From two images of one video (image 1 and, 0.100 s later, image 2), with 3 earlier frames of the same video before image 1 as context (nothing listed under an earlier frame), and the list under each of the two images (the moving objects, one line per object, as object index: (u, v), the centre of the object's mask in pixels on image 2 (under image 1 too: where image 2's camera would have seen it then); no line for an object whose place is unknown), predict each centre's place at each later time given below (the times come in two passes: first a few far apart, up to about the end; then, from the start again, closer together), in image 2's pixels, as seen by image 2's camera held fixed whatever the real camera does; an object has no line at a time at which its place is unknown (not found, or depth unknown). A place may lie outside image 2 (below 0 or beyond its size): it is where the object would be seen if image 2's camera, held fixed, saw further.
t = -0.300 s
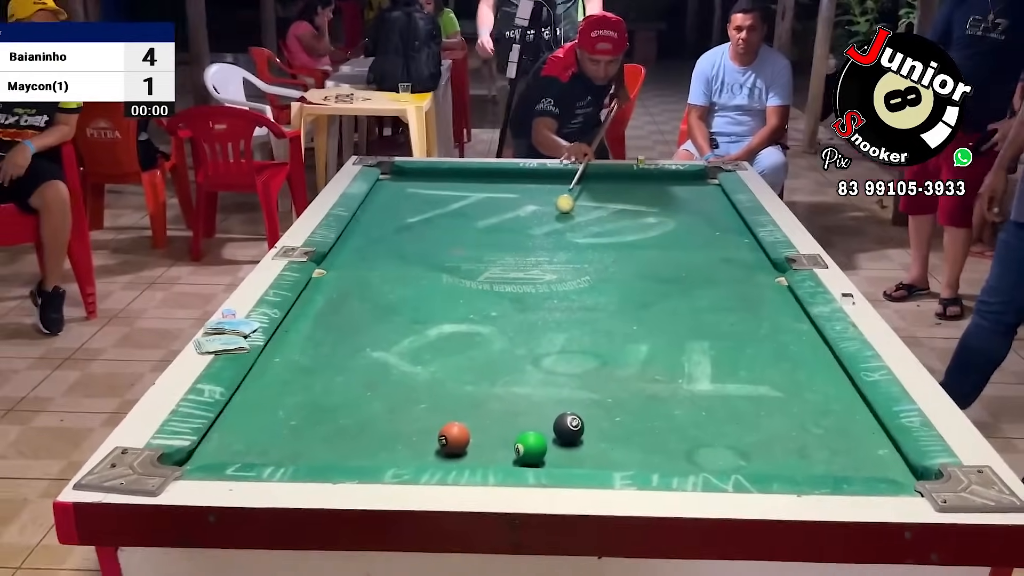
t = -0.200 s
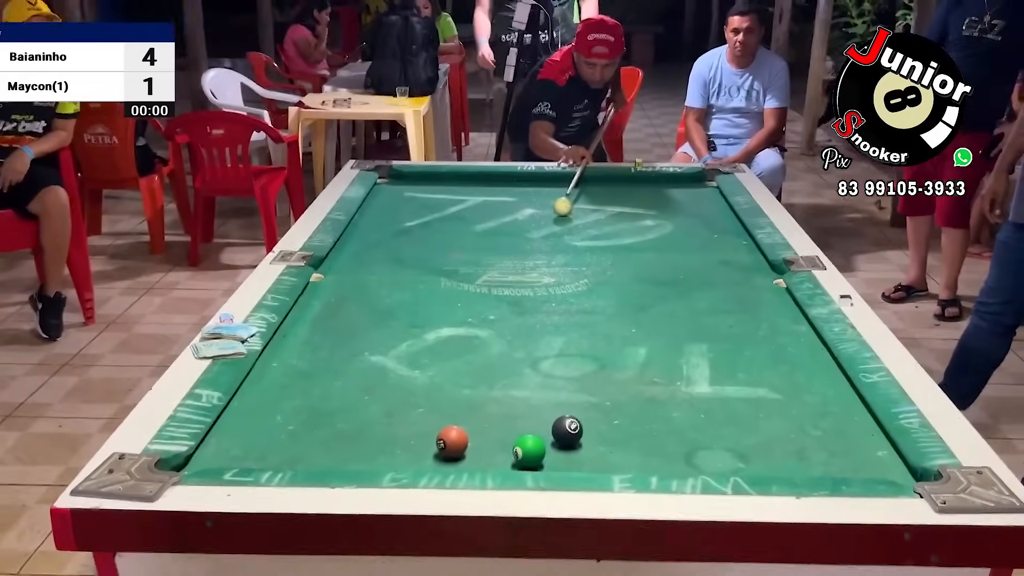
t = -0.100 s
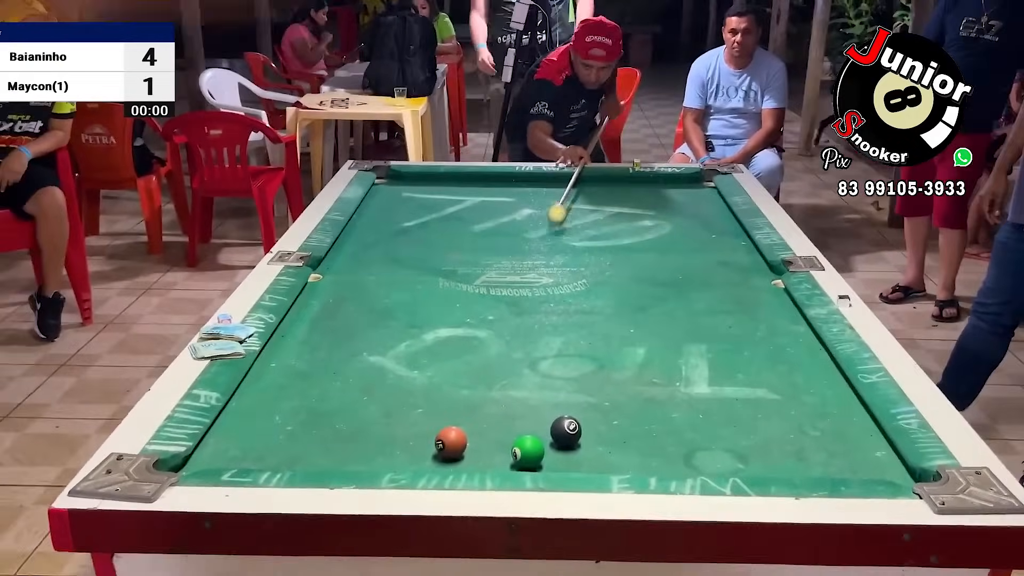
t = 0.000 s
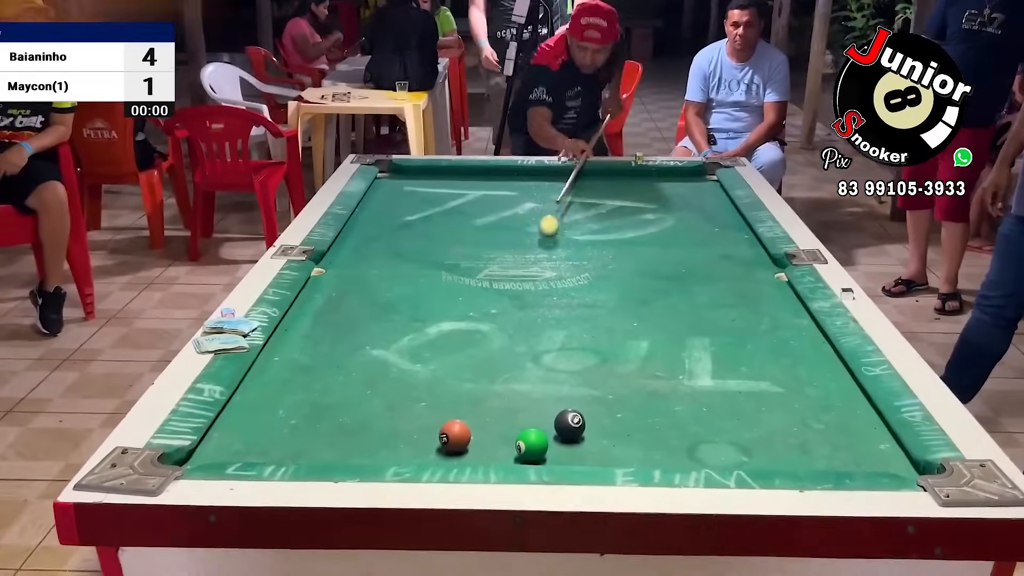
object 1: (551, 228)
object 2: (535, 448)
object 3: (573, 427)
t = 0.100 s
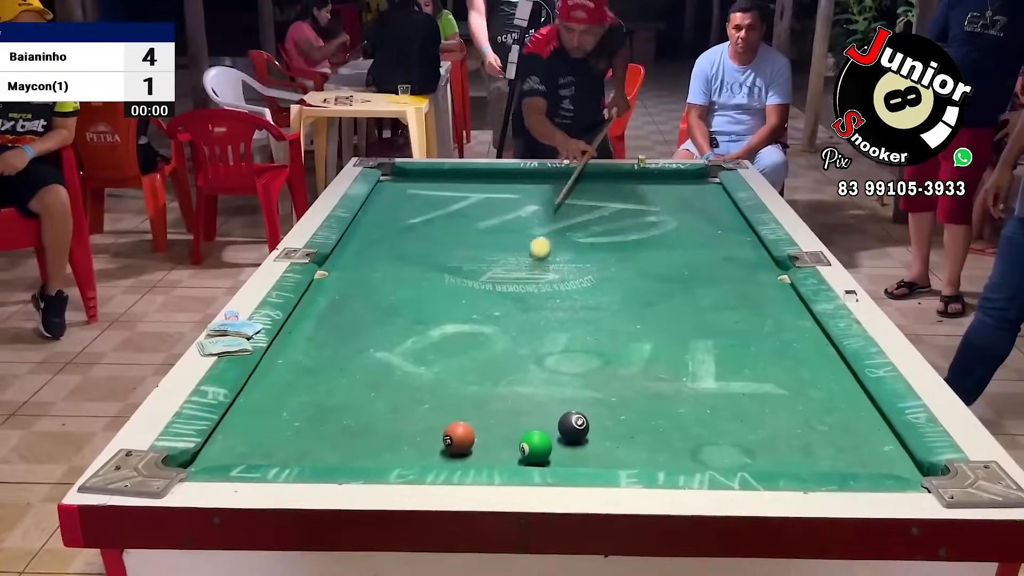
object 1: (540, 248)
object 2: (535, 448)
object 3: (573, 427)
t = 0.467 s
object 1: (482, 345)
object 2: (535, 448)
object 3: (573, 427)
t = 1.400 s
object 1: (321, 326)
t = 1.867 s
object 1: (411, 276)
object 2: (540, 416)
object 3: (588, 424)
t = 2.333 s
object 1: (476, 240)
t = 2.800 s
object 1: (524, 214)
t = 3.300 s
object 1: (565, 192)
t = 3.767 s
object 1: (595, 176)
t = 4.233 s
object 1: (620, 179)
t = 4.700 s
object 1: (640, 185)
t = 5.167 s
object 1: (657, 190)
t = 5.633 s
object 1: (666, 193)
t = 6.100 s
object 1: (670, 194)
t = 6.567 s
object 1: (671, 194)
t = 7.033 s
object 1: (672, 194)
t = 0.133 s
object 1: (536, 255)
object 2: (535, 448)
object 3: (573, 427)
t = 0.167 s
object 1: (532, 263)
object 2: (535, 448)
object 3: (573, 427)
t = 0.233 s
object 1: (522, 278)
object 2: (535, 448)
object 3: (573, 427)
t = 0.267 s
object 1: (517, 286)
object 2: (535, 448)
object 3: (573, 427)
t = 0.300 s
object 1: (512, 295)
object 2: (535, 448)
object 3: (573, 427)
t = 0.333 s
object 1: (507, 305)
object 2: (535, 448)
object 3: (573, 427)
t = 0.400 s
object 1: (495, 323)
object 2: (535, 448)
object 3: (573, 427)
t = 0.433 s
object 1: (489, 334)
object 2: (535, 448)
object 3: (573, 427)
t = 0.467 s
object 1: (482, 345)
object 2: (535, 448)
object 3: (573, 427)
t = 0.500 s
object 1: (475, 357)
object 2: (535, 449)
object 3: (573, 427)
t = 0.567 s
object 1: (460, 383)
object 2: (535, 449)
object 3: (573, 427)
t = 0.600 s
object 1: (452, 397)
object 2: (535, 449)
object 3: (573, 427)
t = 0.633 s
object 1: (443, 411)
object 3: (573, 427)
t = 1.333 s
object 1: (305, 335)
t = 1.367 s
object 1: (313, 331)
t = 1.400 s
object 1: (321, 326)
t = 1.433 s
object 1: (329, 322)
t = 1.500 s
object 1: (343, 314)
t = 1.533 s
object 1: (350, 310)
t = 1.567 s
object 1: (357, 306)
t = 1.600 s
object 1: (364, 303)
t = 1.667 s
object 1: (377, 295)
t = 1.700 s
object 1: (383, 292)
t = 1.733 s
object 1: (389, 289)
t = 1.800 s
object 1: (400, 282)
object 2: (540, 417)
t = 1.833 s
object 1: (406, 279)
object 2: (539, 417)
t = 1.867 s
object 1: (411, 276)
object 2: (540, 416)
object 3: (588, 424)
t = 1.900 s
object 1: (416, 273)
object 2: (540, 416)
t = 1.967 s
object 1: (427, 267)
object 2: (540, 416)
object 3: (588, 424)
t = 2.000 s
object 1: (432, 264)
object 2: (540, 415)
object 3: (588, 424)
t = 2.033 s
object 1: (437, 262)
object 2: (540, 416)
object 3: (588, 424)
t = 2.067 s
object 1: (441, 259)
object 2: (541, 416)
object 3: (588, 424)
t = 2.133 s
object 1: (451, 254)
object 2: (541, 416)
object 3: (588, 424)
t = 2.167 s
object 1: (455, 252)
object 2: (541, 416)
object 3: (588, 424)
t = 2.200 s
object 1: (459, 249)
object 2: (541, 416)
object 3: (588, 425)
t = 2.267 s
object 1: (468, 245)
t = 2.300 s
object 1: (472, 242)
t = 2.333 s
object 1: (476, 240)
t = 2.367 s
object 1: (480, 238)
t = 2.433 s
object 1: (487, 234)
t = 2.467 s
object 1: (491, 232)
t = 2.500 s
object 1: (495, 230)
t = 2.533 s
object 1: (498, 228)
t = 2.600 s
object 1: (506, 224)
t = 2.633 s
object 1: (509, 222)
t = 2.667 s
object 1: (512, 220)
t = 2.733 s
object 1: (519, 217)
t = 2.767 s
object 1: (521, 215)
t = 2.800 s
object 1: (524, 214)
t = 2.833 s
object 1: (528, 212)
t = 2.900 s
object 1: (533, 209)
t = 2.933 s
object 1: (536, 207)
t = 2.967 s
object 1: (539, 205)
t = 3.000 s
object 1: (542, 204)
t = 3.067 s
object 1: (547, 201)
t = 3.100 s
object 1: (550, 199)
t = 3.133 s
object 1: (552, 198)
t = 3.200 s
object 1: (557, 195)
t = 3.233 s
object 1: (560, 194)
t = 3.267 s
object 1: (563, 193)
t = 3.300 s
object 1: (565, 192)
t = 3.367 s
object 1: (570, 189)
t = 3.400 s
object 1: (572, 188)
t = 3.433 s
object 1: (574, 187)
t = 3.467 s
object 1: (577, 185)
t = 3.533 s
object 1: (581, 183)
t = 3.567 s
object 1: (583, 182)
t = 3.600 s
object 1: (585, 181)
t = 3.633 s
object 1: (587, 180)
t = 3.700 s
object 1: (591, 178)
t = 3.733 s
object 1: (593, 177)
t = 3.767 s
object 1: (595, 176)
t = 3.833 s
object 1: (599, 174)
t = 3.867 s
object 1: (601, 174)
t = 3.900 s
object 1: (603, 174)
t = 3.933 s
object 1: (605, 175)
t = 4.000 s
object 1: (608, 176)
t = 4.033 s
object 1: (610, 176)
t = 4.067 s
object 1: (611, 177)
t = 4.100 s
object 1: (613, 177)
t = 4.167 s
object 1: (617, 178)
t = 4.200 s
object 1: (618, 179)
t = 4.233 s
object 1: (620, 179)
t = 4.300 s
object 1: (623, 180)
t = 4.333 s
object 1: (625, 180)
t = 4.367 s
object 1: (626, 181)
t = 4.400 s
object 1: (628, 181)
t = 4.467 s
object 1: (631, 182)
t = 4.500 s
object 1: (632, 183)
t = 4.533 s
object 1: (634, 183)
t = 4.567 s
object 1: (635, 183)
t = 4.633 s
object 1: (638, 184)
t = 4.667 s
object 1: (639, 185)
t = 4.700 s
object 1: (640, 185)
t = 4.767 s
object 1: (643, 186)
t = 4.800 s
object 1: (645, 186)
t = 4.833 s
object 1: (646, 186)
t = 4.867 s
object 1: (647, 187)
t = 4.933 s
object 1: (649, 187)
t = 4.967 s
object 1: (650, 188)
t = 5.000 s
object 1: (651, 188)
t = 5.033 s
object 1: (653, 188)
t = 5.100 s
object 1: (654, 189)
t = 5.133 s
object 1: (655, 189)
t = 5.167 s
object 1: (657, 190)
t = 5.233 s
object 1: (658, 190)
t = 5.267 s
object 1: (659, 190)
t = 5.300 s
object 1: (660, 191)
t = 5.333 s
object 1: (661, 191)
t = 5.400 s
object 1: (662, 191)
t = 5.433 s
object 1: (663, 192)
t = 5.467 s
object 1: (663, 192)
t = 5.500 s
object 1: (664, 192)
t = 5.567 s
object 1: (665, 193)
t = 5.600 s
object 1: (665, 193)
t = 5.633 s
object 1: (666, 193)
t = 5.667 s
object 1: (666, 193)
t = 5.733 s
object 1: (667, 193)
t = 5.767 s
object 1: (668, 194)
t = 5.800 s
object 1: (668, 194)
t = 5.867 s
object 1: (669, 194)
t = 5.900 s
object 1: (669, 194)
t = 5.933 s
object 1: (669, 194)
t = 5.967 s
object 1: (669, 194)
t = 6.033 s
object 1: (670, 194)
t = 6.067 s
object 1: (670, 194)
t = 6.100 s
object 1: (670, 194)
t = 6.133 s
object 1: (671, 194)
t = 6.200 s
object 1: (671, 194)
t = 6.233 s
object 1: (671, 194)
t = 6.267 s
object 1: (671, 195)
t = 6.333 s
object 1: (671, 194)
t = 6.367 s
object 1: (671, 195)
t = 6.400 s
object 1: (671, 195)
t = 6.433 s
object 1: (671, 194)
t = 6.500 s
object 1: (671, 194)
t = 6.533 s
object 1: (671, 194)
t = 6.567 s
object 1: (671, 194)
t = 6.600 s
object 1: (671, 194)
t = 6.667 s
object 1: (671, 194)
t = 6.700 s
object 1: (671, 194)
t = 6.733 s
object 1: (671, 194)
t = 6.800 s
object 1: (671, 194)
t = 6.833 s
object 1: (671, 194)
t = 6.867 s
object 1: (671, 194)
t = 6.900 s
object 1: (671, 194)
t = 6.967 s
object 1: (671, 194)
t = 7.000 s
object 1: (671, 195)
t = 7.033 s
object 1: (672, 194)
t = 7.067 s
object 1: (672, 194)
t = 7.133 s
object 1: (671, 194)
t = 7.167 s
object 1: (672, 195)
